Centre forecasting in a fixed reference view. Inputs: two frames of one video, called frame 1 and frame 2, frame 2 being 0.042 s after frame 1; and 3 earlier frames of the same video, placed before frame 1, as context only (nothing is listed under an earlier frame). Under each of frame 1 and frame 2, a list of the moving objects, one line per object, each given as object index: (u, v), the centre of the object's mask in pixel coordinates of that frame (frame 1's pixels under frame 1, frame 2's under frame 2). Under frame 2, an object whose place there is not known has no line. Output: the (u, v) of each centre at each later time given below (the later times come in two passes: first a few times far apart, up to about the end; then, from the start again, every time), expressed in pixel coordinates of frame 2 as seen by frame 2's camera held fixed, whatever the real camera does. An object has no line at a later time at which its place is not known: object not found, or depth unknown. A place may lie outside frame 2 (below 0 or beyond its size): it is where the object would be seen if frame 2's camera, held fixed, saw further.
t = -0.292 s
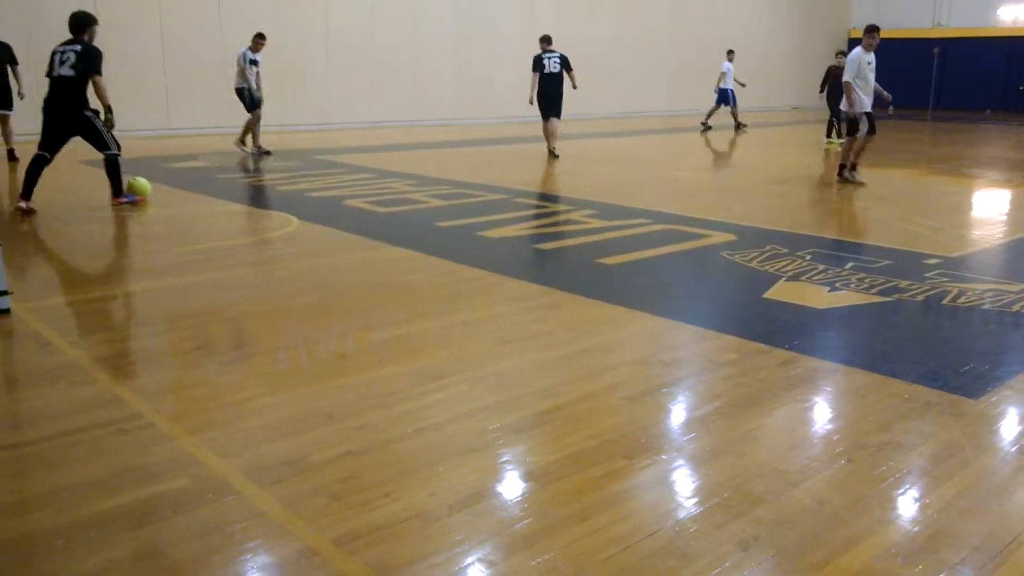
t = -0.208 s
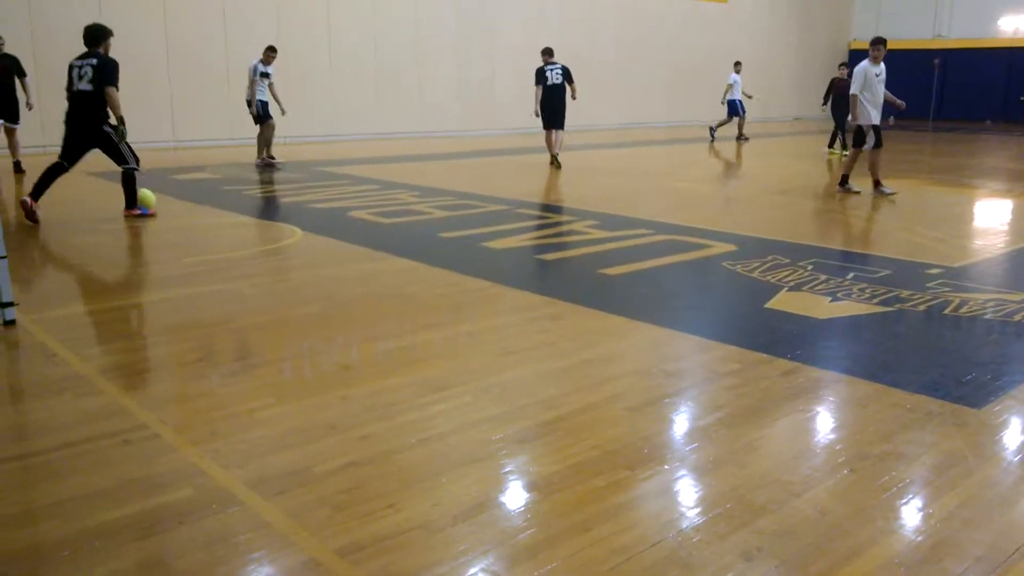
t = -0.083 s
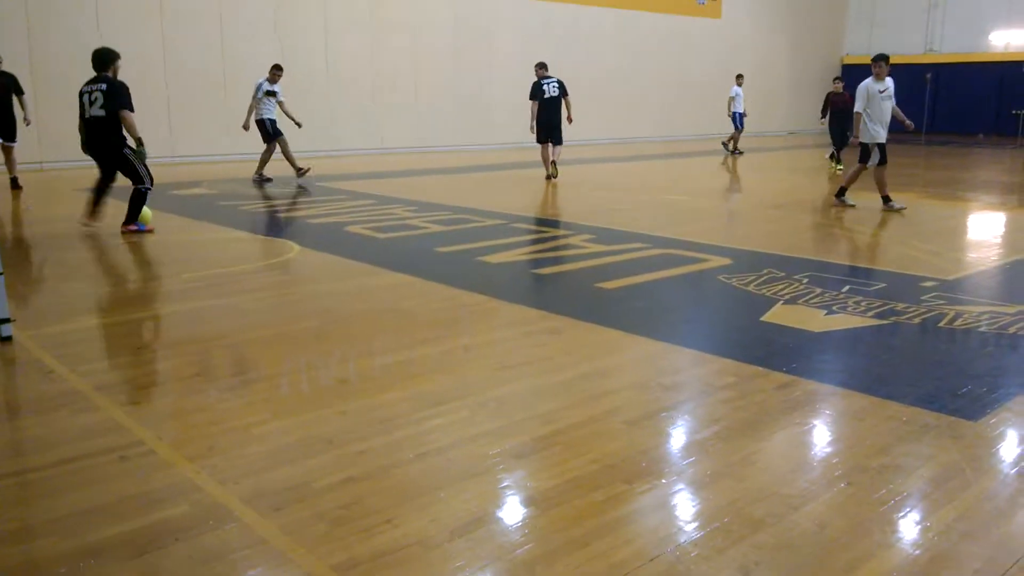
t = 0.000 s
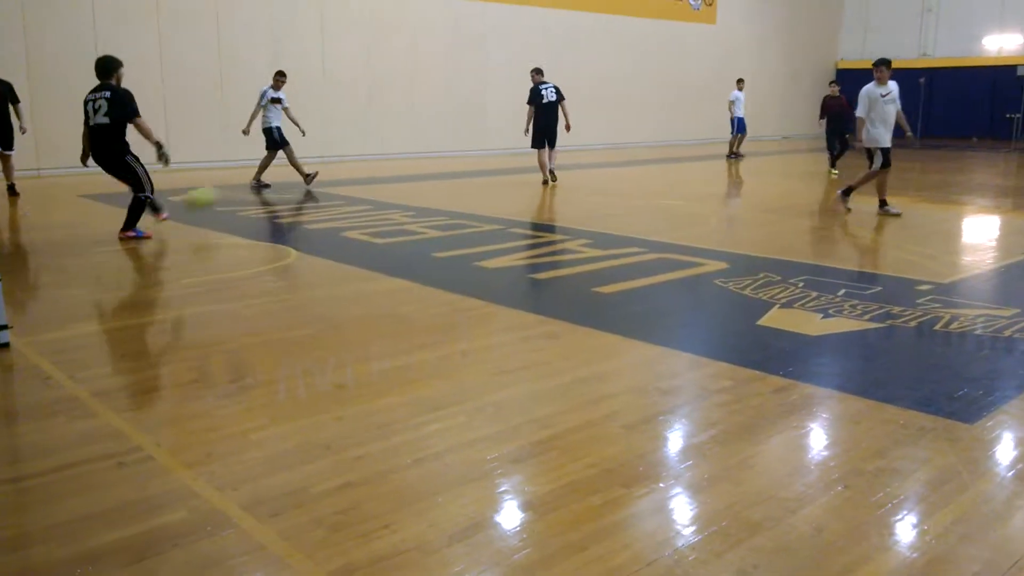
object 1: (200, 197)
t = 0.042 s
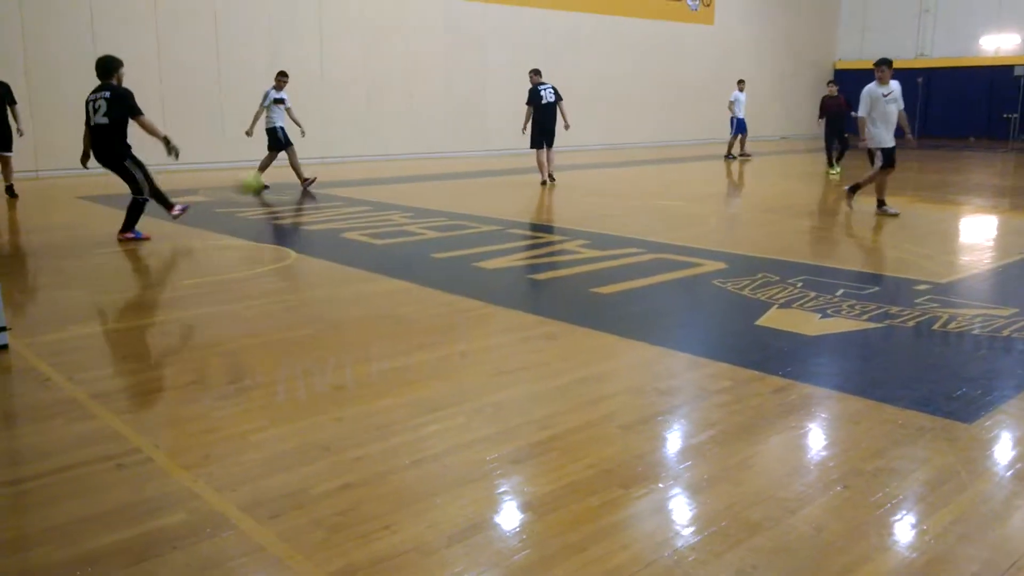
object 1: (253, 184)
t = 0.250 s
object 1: (452, 135)
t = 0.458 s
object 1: (600, 134)
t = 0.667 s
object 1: (708, 159)
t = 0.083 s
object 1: (297, 169)
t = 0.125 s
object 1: (339, 159)
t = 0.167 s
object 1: (379, 147)
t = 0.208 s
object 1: (417, 141)
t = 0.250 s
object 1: (452, 135)
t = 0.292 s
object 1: (486, 132)
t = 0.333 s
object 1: (517, 130)
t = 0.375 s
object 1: (544, 129)
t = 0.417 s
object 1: (574, 131)
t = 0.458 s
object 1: (600, 134)
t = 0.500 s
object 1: (624, 137)
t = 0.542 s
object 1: (648, 141)
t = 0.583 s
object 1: (669, 146)
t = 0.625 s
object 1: (690, 152)
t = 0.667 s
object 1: (708, 159)
